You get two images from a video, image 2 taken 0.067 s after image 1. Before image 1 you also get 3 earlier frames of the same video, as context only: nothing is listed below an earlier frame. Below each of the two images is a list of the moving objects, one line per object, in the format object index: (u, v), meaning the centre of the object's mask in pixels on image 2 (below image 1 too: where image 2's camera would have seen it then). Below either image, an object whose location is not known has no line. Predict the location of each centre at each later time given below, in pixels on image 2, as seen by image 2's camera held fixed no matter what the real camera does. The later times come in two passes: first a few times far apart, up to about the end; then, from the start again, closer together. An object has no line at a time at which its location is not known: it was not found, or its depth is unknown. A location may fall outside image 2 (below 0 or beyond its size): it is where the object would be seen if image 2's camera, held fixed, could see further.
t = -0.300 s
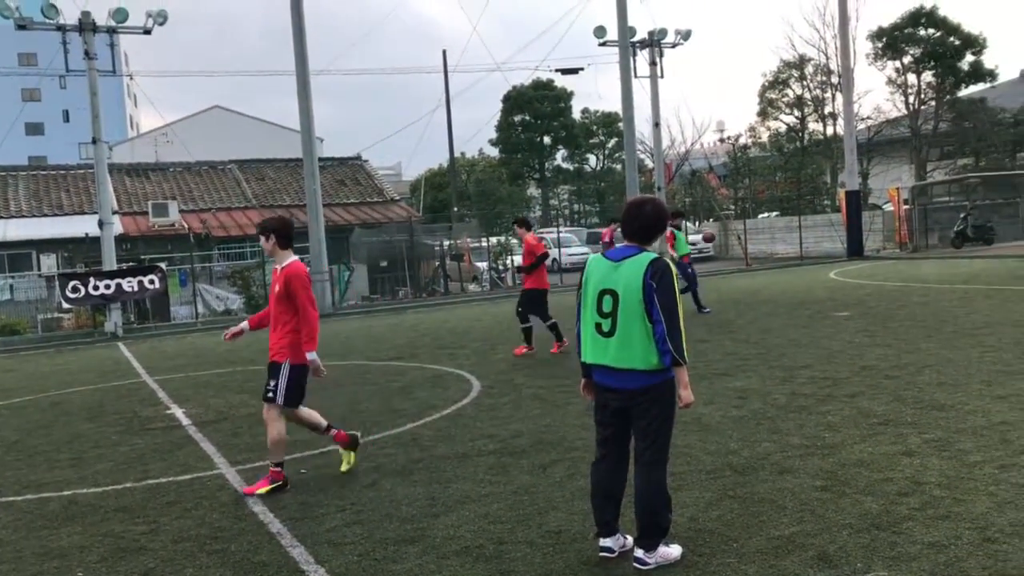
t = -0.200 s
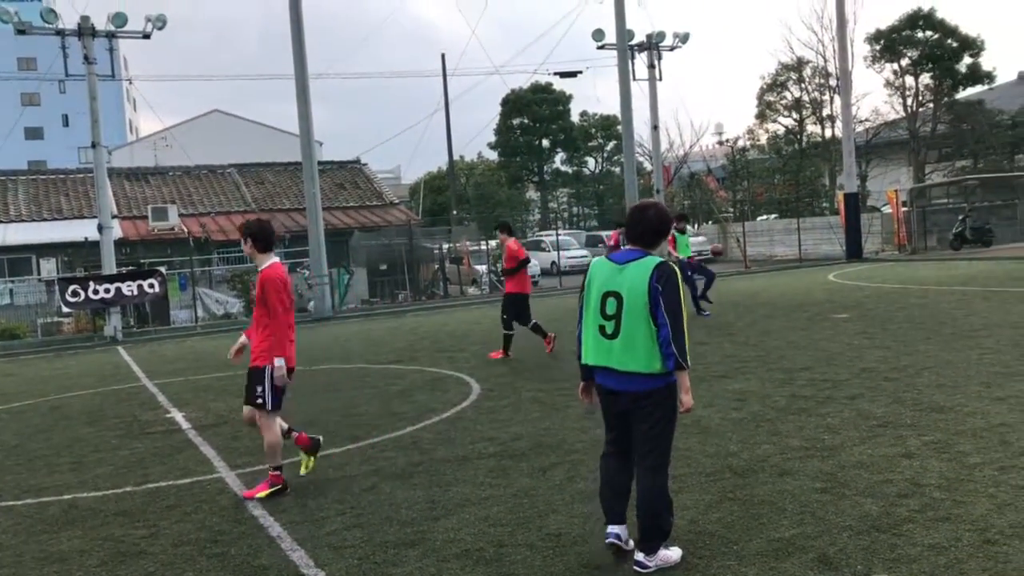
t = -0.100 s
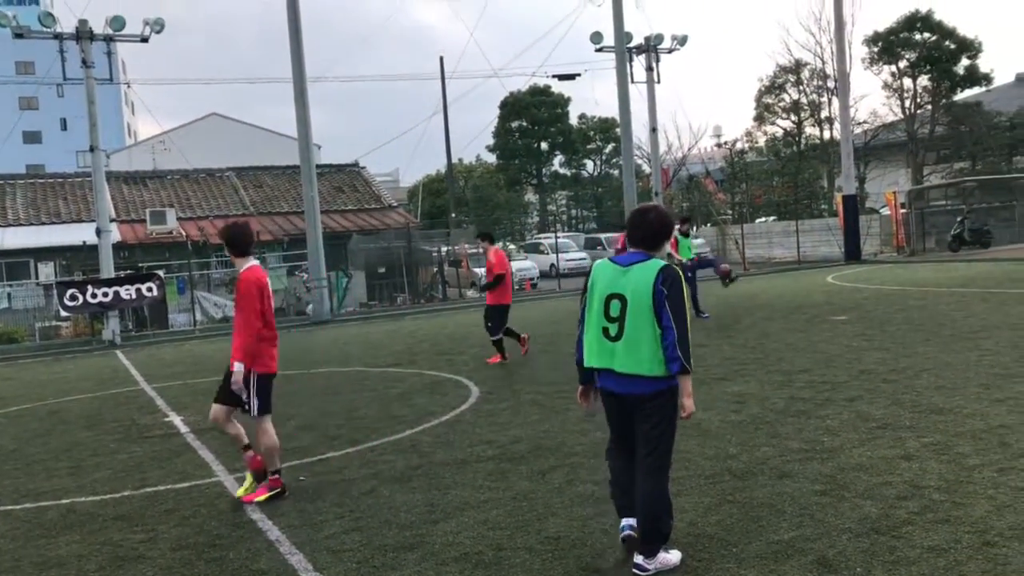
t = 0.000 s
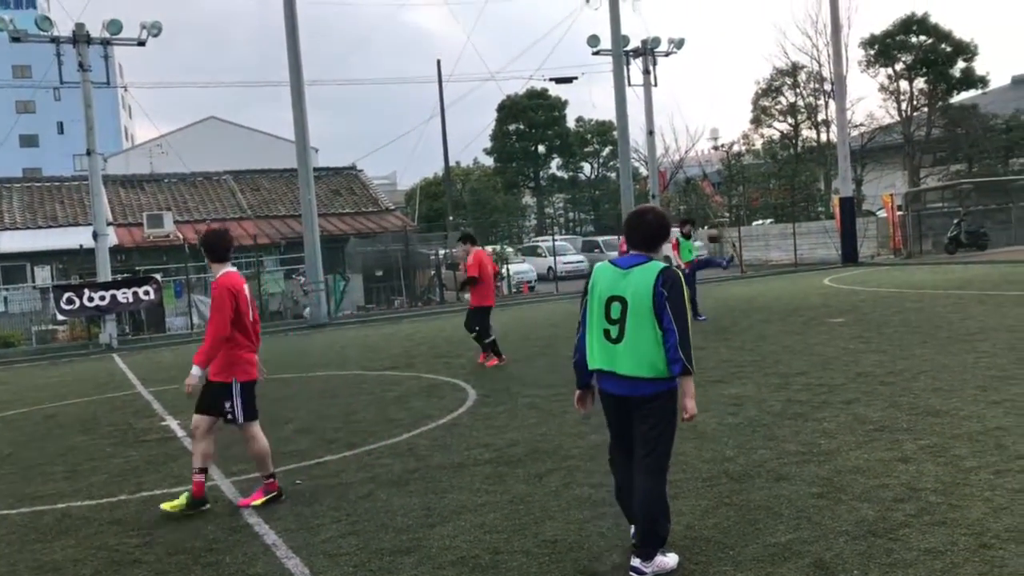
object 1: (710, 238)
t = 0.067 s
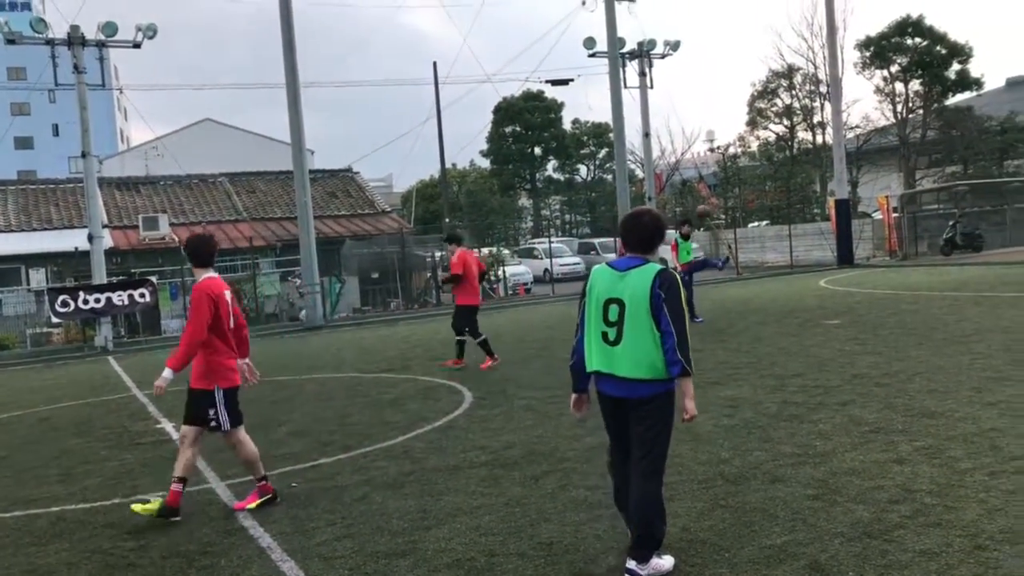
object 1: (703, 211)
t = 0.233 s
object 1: (683, 156)
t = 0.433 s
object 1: (657, 105)
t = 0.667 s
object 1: (624, 82)
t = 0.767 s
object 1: (609, 86)
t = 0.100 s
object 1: (699, 199)
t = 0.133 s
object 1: (696, 186)
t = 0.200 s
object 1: (687, 166)
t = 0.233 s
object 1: (683, 156)
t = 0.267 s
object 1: (679, 145)
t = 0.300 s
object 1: (674, 135)
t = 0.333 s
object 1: (670, 127)
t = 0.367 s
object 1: (666, 119)
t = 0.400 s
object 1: (662, 112)
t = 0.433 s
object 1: (657, 105)
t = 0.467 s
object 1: (653, 99)
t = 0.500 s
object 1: (649, 95)
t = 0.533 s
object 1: (643, 90)
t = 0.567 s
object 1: (639, 86)
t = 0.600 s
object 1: (634, 84)
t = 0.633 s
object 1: (629, 82)
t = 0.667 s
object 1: (624, 82)
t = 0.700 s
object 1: (619, 82)
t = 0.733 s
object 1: (614, 83)
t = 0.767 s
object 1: (609, 86)
